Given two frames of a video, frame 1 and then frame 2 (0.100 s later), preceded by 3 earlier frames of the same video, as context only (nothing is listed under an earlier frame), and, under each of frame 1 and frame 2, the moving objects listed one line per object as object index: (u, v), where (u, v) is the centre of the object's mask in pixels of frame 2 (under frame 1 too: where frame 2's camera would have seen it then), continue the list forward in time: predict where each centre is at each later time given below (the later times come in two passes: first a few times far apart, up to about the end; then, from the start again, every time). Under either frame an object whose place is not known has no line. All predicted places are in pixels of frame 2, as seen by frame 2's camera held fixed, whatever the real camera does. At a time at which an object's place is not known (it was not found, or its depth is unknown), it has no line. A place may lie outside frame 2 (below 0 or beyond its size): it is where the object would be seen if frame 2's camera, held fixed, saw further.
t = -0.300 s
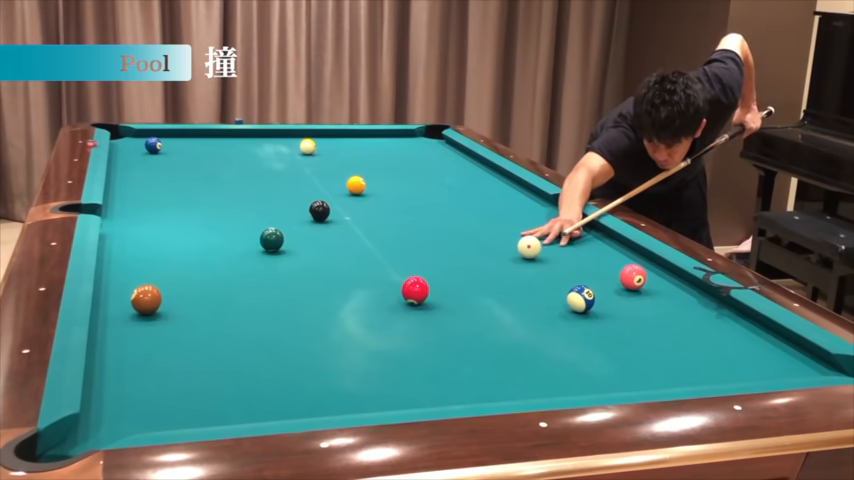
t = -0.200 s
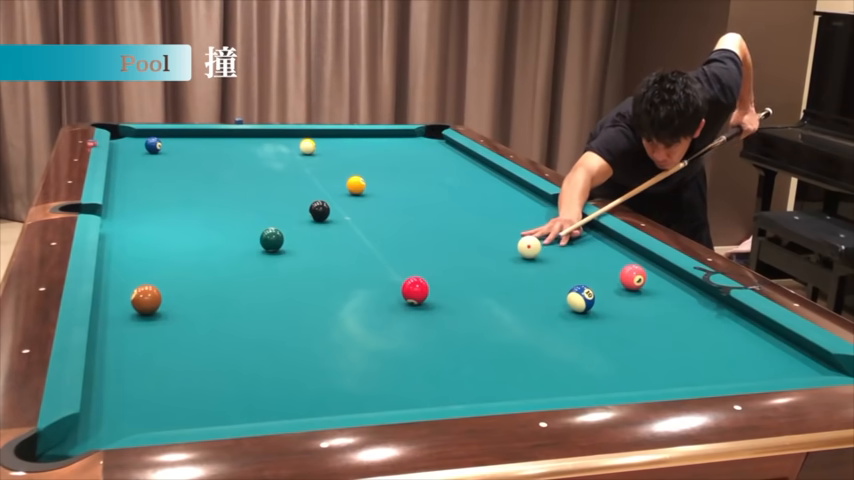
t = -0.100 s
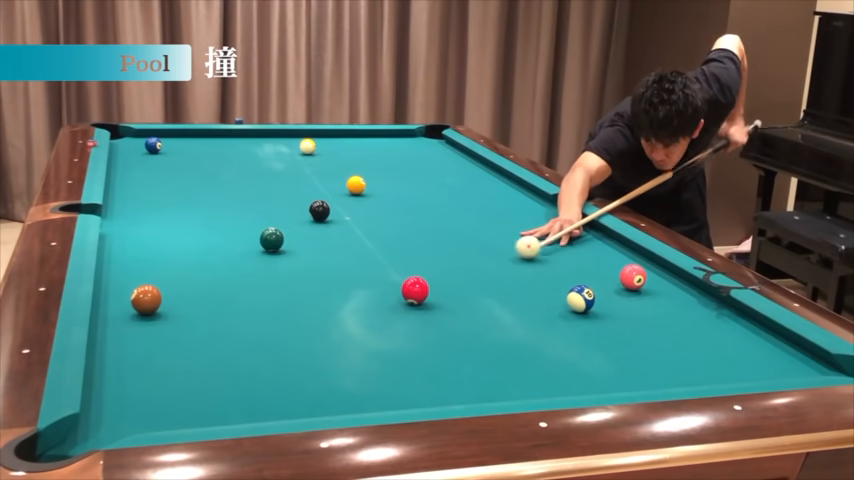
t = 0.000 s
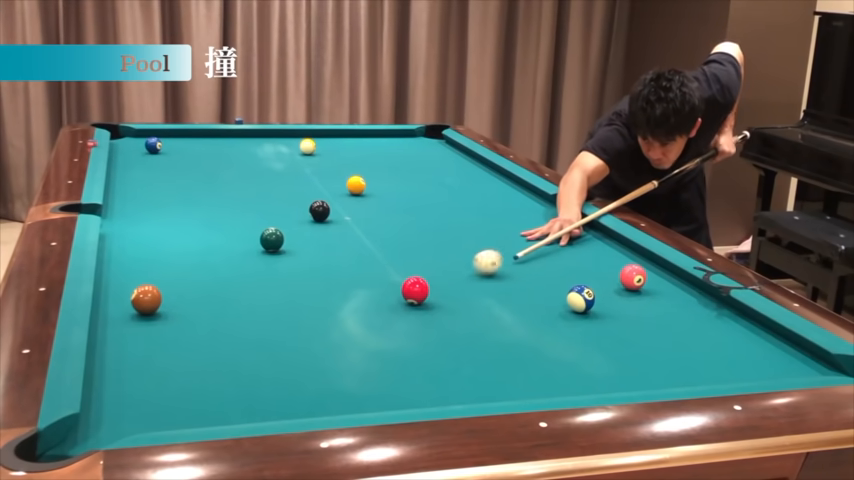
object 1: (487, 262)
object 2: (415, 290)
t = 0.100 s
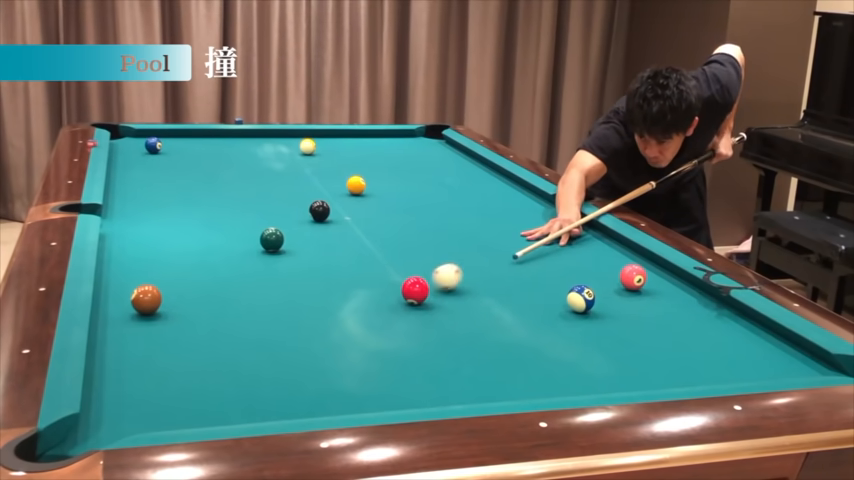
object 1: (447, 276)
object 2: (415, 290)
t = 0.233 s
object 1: (425, 282)
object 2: (387, 304)
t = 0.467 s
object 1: (416, 279)
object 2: (315, 340)
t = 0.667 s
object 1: (410, 277)
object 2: (243, 376)
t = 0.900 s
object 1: (406, 276)
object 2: (141, 421)
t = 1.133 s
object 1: (402, 273)
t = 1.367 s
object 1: (401, 272)
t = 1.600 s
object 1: (400, 271)
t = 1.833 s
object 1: (399, 270)
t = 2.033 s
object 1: (399, 270)
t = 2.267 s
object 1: (399, 270)
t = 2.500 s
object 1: (399, 270)
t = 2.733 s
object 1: (399, 270)
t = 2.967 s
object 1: (399, 270)
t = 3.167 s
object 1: (399, 270)
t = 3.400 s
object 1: (399, 271)
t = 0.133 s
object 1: (436, 280)
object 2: (415, 290)
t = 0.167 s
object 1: (429, 282)
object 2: (408, 293)
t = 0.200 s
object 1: (426, 283)
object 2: (397, 298)
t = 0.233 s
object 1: (425, 282)
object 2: (387, 304)
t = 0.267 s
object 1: (424, 282)
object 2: (376, 309)
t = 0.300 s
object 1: (422, 281)
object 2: (366, 314)
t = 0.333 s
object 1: (421, 281)
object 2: (356, 319)
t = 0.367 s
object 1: (420, 280)
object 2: (347, 324)
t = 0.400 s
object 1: (418, 280)
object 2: (336, 329)
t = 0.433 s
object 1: (417, 280)
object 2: (326, 334)
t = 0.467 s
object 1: (416, 279)
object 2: (315, 340)
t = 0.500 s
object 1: (415, 279)
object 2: (304, 345)
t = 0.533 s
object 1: (414, 278)
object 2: (293, 351)
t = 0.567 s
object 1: (413, 278)
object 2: (281, 357)
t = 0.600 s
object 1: (412, 278)
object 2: (269, 363)
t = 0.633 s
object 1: (411, 278)
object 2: (256, 369)
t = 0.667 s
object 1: (410, 277)
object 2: (243, 376)
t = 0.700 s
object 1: (410, 277)
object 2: (230, 383)
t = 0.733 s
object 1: (409, 277)
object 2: (217, 389)
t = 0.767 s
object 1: (408, 277)
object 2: (202, 397)
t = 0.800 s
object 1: (408, 276)
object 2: (188, 404)
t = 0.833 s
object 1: (407, 276)
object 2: (173, 410)
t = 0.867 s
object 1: (406, 276)
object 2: (158, 416)
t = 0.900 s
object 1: (406, 276)
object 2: (141, 421)
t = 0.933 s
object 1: (405, 275)
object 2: (123, 428)
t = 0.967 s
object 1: (405, 275)
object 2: (105, 435)
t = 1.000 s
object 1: (404, 275)
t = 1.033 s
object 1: (404, 274)
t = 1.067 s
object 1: (403, 274)
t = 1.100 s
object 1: (403, 274)
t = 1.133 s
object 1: (402, 273)
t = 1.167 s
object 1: (402, 273)
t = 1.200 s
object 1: (402, 273)
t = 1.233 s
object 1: (402, 273)
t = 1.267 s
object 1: (401, 273)
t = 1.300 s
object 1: (401, 272)
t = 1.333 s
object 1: (401, 272)
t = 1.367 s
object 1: (401, 272)
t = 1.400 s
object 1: (400, 272)
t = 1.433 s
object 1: (400, 271)
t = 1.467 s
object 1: (400, 271)
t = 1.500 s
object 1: (400, 271)
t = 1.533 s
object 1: (400, 271)
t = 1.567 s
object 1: (400, 271)
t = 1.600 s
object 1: (400, 271)
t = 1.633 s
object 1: (400, 271)
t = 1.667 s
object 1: (400, 271)
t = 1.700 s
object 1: (399, 271)
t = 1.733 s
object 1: (399, 271)
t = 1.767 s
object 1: (399, 270)
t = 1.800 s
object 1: (399, 270)
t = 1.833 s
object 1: (399, 270)
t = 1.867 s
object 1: (399, 270)
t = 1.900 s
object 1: (399, 270)
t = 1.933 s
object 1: (399, 270)
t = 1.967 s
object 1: (399, 270)
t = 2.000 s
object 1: (399, 270)
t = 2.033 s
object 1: (399, 270)
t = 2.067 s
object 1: (399, 270)
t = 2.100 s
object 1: (399, 270)
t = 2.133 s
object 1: (399, 270)
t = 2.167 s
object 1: (399, 270)
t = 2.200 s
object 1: (399, 270)
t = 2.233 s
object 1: (399, 270)
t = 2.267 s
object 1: (399, 270)
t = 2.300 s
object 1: (399, 270)
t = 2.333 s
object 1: (399, 270)
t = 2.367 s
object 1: (399, 270)
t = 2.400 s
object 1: (399, 270)
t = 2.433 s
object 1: (399, 270)
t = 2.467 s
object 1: (399, 270)
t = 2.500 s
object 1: (399, 270)
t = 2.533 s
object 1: (399, 270)
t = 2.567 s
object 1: (399, 270)
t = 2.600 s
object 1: (399, 270)
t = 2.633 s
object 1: (399, 270)
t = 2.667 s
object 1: (399, 270)
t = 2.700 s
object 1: (399, 270)
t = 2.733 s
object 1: (399, 270)
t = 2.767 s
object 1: (399, 270)
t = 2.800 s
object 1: (399, 270)
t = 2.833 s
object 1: (399, 270)
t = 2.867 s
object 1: (399, 270)
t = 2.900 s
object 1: (399, 270)
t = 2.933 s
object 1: (399, 270)
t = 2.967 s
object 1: (399, 270)
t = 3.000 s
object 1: (399, 270)
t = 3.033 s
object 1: (399, 270)
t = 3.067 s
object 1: (399, 270)
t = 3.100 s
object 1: (399, 270)
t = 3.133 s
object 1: (399, 270)
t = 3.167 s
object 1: (399, 270)
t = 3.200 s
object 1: (399, 270)
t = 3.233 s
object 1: (399, 270)
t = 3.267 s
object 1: (399, 271)
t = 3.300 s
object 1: (399, 271)
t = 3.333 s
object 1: (399, 271)
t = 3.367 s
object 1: (399, 271)
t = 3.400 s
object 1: (399, 271)
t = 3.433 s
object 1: (399, 271)
